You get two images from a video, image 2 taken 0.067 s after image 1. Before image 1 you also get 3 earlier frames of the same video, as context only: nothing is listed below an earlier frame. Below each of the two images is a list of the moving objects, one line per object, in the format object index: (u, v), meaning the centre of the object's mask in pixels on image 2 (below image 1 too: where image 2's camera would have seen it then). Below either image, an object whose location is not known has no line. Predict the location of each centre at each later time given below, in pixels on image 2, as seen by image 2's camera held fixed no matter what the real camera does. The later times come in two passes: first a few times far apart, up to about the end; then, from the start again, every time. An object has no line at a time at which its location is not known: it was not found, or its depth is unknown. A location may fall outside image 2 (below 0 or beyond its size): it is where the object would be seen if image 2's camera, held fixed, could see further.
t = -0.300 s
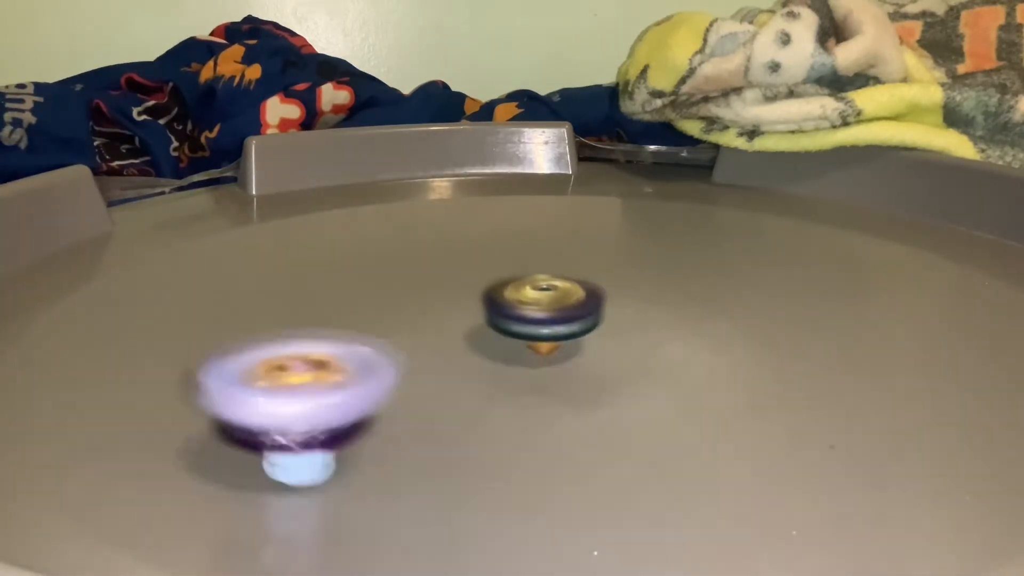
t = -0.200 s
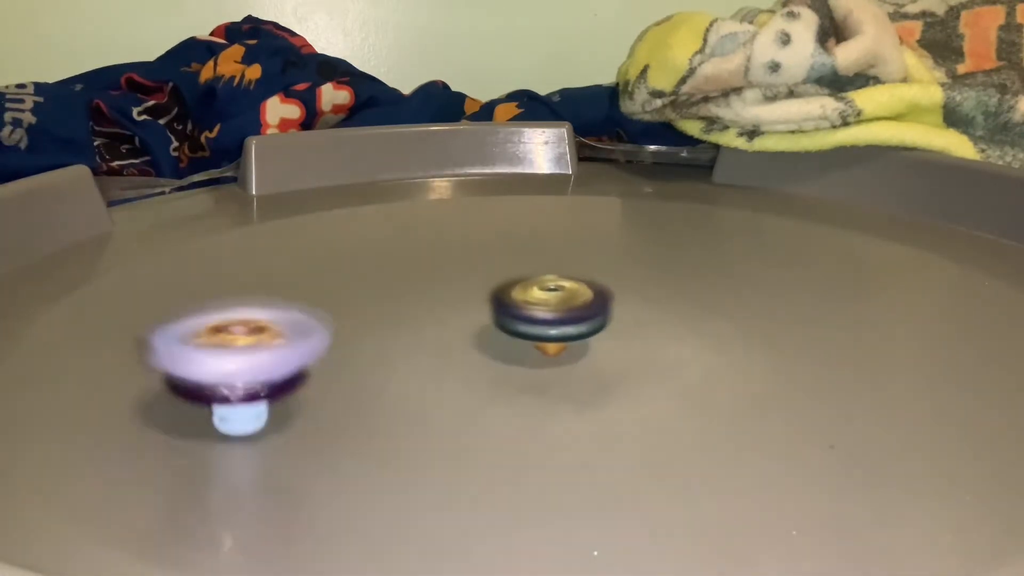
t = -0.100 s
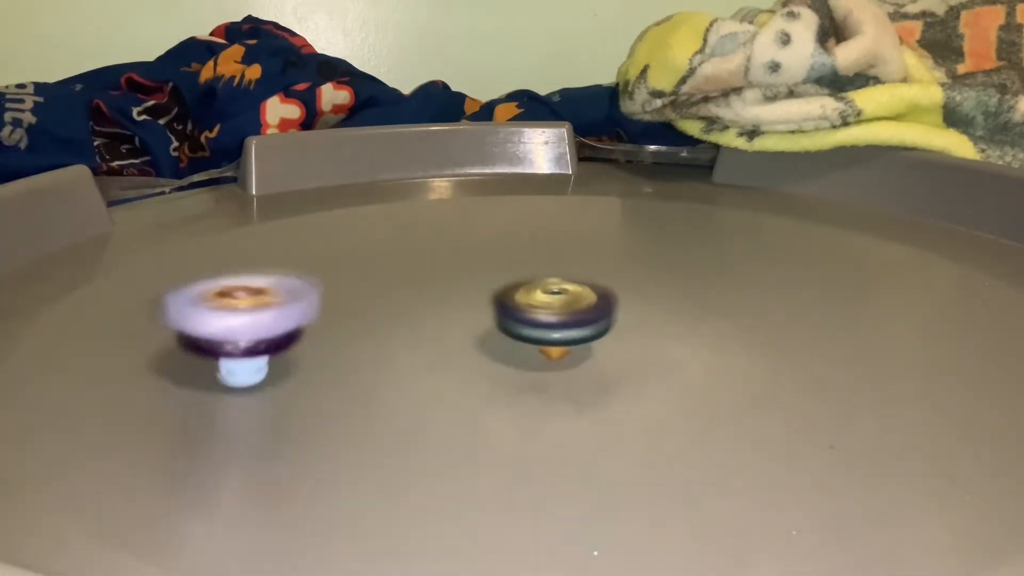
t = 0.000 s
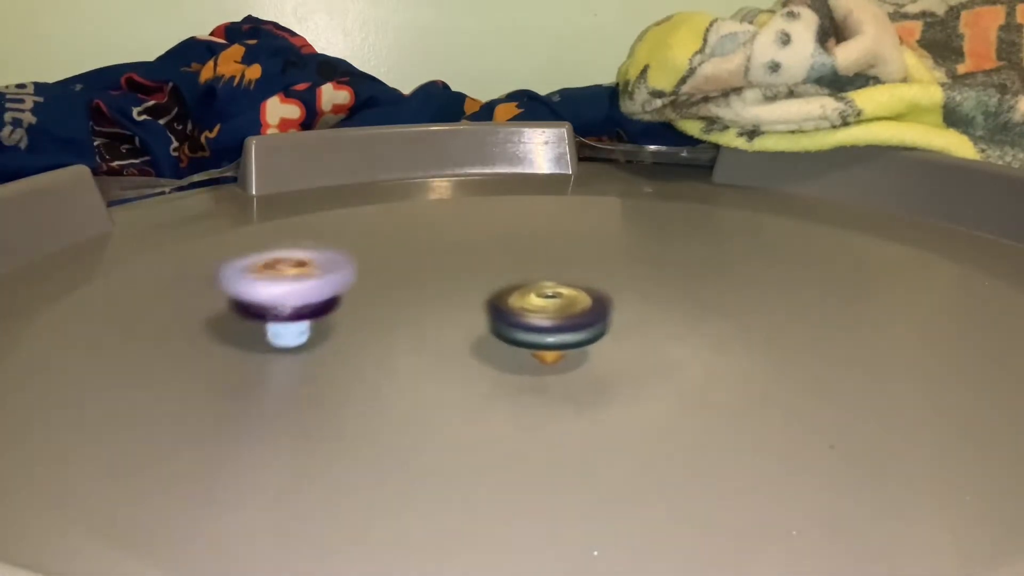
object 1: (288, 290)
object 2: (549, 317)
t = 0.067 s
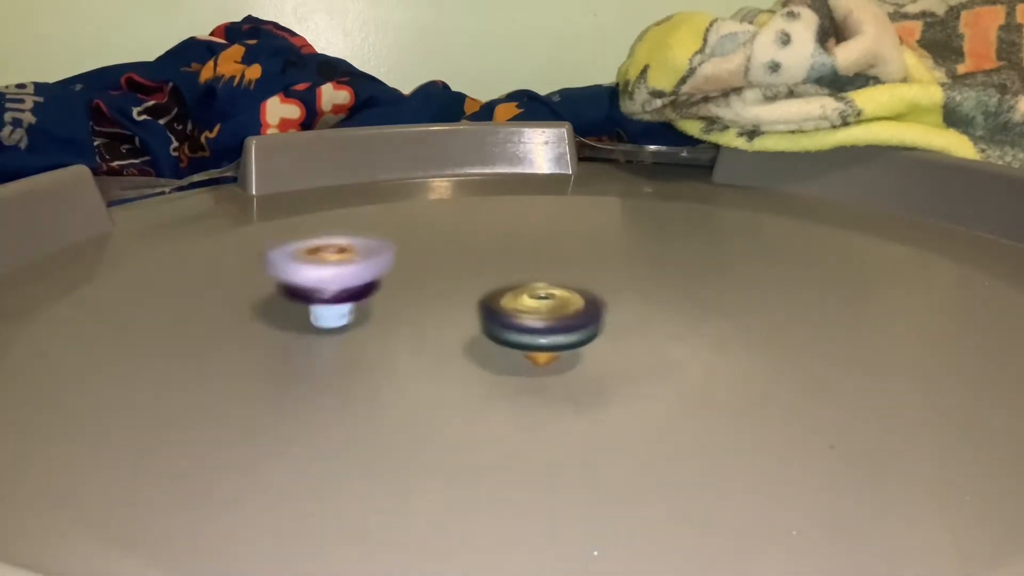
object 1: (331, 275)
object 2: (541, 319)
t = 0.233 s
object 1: (457, 253)
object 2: (533, 318)
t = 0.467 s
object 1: (647, 252)
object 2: (535, 318)
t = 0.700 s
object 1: (808, 287)
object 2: (541, 320)
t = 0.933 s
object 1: (829, 356)
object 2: (539, 324)
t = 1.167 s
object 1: (593, 399)
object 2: (534, 319)
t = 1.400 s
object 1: (385, 346)
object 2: (540, 325)
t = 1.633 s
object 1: (384, 281)
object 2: (546, 324)
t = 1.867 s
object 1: (492, 246)
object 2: (553, 323)
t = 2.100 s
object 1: (630, 247)
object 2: (558, 324)
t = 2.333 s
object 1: (739, 285)
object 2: (558, 322)
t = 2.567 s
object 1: (728, 349)
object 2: (558, 321)
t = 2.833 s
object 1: (508, 387)
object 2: (558, 312)
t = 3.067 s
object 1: (343, 347)
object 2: (541, 318)
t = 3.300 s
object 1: (353, 295)
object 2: (541, 312)
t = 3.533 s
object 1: (468, 269)
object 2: (560, 314)
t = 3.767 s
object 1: (587, 252)
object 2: (550, 321)
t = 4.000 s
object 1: (675, 263)
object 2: (540, 320)
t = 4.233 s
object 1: (702, 301)
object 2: (541, 317)
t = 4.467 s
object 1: (649, 346)
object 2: (534, 311)
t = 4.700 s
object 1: (655, 394)
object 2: (553, 314)
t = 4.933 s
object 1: (553, 413)
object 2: (548, 320)
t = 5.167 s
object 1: (488, 365)
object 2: (555, 313)
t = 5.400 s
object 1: (494, 366)
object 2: (549, 308)
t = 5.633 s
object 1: (511, 408)
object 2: (531, 313)
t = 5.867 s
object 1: (516, 421)
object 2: (543, 313)
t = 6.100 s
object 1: (561, 389)
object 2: (549, 310)
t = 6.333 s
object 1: (639, 343)
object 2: (525, 321)
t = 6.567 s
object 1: (829, 328)
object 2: (525, 317)
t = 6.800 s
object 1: (913, 299)
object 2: (526, 319)
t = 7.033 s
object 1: (880, 282)
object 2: (527, 323)
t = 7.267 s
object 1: (763, 273)
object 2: (534, 326)
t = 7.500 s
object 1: (638, 272)
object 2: (540, 329)
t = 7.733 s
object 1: (537, 253)
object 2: (538, 334)
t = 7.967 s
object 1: (460, 240)
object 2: (551, 332)
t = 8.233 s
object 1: (385, 250)
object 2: (566, 328)
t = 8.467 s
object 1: (359, 278)
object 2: (571, 323)
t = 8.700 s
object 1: (388, 314)
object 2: (572, 317)
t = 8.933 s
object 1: (482, 342)
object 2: (579, 310)
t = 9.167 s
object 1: (602, 365)
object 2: (557, 299)
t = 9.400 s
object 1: (717, 356)
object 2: (543, 304)
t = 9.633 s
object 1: (752, 325)
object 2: (529, 306)
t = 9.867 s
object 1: (712, 294)
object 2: (519, 311)
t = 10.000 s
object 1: (669, 285)
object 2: (519, 314)
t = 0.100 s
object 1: (354, 269)
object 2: (538, 319)
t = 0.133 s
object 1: (379, 264)
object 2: (535, 319)
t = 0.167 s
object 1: (404, 260)
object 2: (533, 318)
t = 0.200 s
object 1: (431, 256)
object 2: (533, 318)
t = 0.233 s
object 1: (457, 253)
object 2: (533, 318)
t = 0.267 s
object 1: (484, 250)
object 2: (533, 318)
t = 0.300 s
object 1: (511, 247)
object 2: (533, 318)
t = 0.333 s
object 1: (539, 245)
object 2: (534, 318)
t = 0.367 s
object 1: (566, 246)
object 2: (534, 317)
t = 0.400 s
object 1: (594, 249)
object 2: (534, 317)
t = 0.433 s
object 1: (620, 251)
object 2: (534, 318)
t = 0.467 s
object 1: (647, 252)
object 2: (535, 318)
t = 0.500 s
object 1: (673, 255)
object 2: (537, 318)
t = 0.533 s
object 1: (698, 258)
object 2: (538, 318)
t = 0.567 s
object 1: (723, 262)
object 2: (539, 318)
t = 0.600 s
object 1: (746, 267)
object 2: (539, 318)
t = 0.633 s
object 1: (769, 273)
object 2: (540, 319)
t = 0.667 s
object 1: (790, 279)
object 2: (541, 319)
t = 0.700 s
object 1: (808, 287)
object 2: (541, 320)
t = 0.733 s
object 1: (824, 295)
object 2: (541, 321)
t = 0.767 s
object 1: (836, 304)
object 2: (541, 321)
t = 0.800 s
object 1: (844, 313)
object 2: (541, 322)
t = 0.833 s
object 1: (848, 324)
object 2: (540, 322)
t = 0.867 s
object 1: (846, 335)
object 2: (540, 323)
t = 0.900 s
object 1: (840, 346)
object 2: (539, 323)
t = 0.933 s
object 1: (829, 356)
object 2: (539, 324)
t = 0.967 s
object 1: (812, 367)
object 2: (538, 324)
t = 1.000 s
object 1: (787, 376)
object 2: (538, 324)
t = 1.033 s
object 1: (755, 385)
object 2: (538, 324)
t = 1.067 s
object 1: (720, 391)
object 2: (538, 324)
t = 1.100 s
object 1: (680, 395)
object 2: (537, 325)
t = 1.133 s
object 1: (637, 398)
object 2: (536, 324)
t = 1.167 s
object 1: (593, 399)
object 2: (534, 319)
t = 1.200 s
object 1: (551, 396)
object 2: (536, 315)
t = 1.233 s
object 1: (513, 392)
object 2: (540, 314)
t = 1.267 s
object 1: (477, 385)
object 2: (545, 316)
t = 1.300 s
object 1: (445, 376)
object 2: (546, 321)
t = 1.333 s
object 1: (421, 366)
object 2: (543, 324)
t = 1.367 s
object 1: (400, 357)
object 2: (541, 325)
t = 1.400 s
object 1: (385, 346)
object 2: (540, 325)
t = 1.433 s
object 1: (374, 335)
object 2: (541, 325)
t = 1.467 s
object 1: (366, 325)
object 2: (541, 324)
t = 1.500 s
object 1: (364, 315)
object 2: (542, 324)
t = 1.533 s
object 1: (364, 306)
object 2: (543, 324)
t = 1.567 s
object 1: (369, 297)
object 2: (544, 324)
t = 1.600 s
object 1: (375, 289)
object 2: (544, 324)
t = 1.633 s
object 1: (384, 281)
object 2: (546, 324)
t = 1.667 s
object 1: (395, 274)
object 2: (547, 324)
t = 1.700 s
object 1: (408, 267)
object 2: (547, 324)
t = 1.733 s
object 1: (422, 261)
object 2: (549, 323)
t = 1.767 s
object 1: (438, 257)
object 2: (550, 324)
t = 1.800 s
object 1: (454, 253)
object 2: (551, 324)
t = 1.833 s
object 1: (473, 249)
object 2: (552, 323)
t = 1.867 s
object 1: (492, 246)
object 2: (553, 323)
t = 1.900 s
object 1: (510, 244)
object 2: (554, 323)
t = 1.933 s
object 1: (530, 242)
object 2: (555, 323)
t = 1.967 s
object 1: (550, 241)
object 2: (556, 324)
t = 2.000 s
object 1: (571, 242)
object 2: (557, 323)
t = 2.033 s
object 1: (590, 243)
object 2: (558, 323)
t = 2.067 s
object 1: (610, 244)
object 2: (558, 324)
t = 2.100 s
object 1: (630, 247)
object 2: (558, 324)
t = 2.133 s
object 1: (649, 250)
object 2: (558, 324)
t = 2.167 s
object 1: (668, 254)
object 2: (557, 324)
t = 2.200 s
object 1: (686, 259)
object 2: (558, 323)
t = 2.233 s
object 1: (702, 264)
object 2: (558, 323)
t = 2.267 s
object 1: (716, 271)
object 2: (558, 323)
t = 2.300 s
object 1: (729, 278)
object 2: (558, 322)
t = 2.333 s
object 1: (739, 285)
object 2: (558, 322)
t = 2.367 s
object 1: (747, 293)
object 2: (558, 322)
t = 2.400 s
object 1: (753, 301)
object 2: (558, 322)
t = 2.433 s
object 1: (754, 311)
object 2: (558, 321)
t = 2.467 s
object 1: (754, 320)
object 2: (558, 321)
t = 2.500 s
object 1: (750, 329)
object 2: (558, 321)
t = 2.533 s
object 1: (742, 338)
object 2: (558, 321)
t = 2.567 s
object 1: (728, 349)
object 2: (558, 321)
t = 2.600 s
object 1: (712, 357)
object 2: (558, 321)
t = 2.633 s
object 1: (692, 365)
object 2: (557, 321)
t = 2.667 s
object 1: (667, 371)
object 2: (553, 319)
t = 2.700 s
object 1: (638, 377)
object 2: (551, 313)
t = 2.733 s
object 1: (607, 383)
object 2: (552, 311)
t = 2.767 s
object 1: (575, 387)
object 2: (554, 310)
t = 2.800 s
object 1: (541, 388)
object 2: (557, 310)
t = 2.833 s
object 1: (508, 387)
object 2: (558, 312)
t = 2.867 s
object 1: (477, 384)
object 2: (557, 315)
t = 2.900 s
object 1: (446, 380)
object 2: (554, 319)
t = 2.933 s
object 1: (418, 375)
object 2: (550, 320)
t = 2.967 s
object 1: (394, 369)
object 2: (547, 320)
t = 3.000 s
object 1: (373, 362)
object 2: (545, 320)
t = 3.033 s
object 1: (356, 355)
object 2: (543, 319)
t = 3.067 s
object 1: (343, 347)
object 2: (541, 318)
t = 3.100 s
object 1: (335, 338)
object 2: (539, 318)
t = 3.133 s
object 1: (331, 329)
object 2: (538, 317)
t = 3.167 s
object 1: (328, 323)
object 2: (537, 316)
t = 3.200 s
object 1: (331, 314)
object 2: (537, 315)
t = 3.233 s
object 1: (336, 308)
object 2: (537, 314)
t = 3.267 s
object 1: (343, 301)
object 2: (539, 313)
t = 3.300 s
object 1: (353, 295)
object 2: (541, 312)
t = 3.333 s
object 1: (364, 290)
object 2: (543, 311)
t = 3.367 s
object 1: (377, 286)
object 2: (546, 311)
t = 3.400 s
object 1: (392, 281)
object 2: (549, 311)
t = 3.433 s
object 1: (409, 278)
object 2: (553, 311)
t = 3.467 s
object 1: (428, 274)
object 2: (556, 312)
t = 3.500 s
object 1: (447, 272)
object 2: (558, 313)
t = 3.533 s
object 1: (468, 269)
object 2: (560, 314)
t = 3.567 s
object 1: (489, 266)
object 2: (561, 315)
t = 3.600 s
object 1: (511, 261)
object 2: (561, 319)
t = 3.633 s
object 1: (528, 257)
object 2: (560, 321)
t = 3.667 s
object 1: (544, 254)
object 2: (558, 319)
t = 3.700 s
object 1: (559, 252)
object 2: (555, 320)
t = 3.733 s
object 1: (574, 252)
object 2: (553, 322)
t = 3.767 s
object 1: (587, 252)
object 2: (550, 321)
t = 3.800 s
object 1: (601, 252)
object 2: (548, 320)
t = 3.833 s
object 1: (614, 254)
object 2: (545, 321)
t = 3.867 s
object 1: (627, 254)
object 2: (544, 321)
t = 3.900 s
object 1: (640, 255)
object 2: (542, 321)
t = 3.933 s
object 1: (652, 258)
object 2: (541, 321)
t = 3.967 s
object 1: (664, 260)
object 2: (541, 321)
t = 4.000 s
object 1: (675, 263)
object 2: (540, 320)
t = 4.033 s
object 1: (684, 267)
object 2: (540, 319)
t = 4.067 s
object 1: (692, 270)
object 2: (539, 319)
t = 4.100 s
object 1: (699, 276)
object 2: (539, 319)
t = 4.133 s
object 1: (704, 281)
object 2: (539, 318)
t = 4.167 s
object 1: (705, 288)
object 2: (539, 318)
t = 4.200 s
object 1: (704, 294)
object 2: (540, 318)
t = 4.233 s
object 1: (702, 301)
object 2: (541, 317)
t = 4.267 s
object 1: (696, 307)
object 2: (542, 317)
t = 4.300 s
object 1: (687, 315)
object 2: (543, 317)
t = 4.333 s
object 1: (674, 321)
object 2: (542, 317)
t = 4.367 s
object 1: (660, 326)
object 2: (539, 317)
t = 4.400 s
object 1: (650, 334)
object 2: (533, 320)
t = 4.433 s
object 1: (650, 340)
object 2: (531, 316)
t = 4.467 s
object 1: (649, 346)
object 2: (534, 311)
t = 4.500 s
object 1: (647, 353)
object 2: (534, 315)
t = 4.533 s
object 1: (650, 359)
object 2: (537, 314)
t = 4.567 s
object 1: (657, 367)
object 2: (542, 312)
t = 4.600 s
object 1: (661, 374)
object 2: (544, 313)
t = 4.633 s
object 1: (662, 381)
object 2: (547, 314)
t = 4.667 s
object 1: (659, 389)
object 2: (550, 314)
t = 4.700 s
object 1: (655, 394)
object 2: (553, 314)
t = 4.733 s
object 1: (648, 400)
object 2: (556, 316)
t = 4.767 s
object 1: (636, 407)
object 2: (557, 317)
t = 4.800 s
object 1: (622, 410)
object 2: (556, 318)
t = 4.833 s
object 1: (605, 413)
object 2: (554, 318)
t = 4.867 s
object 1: (589, 414)
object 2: (552, 320)
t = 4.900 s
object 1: (568, 414)
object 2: (550, 321)
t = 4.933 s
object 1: (553, 413)
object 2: (548, 320)
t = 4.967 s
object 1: (537, 409)
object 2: (547, 320)
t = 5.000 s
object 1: (521, 403)
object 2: (547, 319)
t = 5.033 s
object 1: (506, 398)
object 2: (546, 317)
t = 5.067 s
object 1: (496, 390)
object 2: (547, 316)
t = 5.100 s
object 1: (490, 382)
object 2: (548, 315)
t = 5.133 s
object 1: (488, 374)
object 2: (552, 314)
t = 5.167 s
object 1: (488, 365)
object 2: (555, 313)
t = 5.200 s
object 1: (491, 358)
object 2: (562, 314)
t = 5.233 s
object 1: (494, 345)
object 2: (577, 319)
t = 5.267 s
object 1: (499, 351)
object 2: (566, 310)
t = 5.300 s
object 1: (495, 350)
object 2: (565, 307)
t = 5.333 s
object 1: (494, 358)
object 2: (556, 308)
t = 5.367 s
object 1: (496, 362)
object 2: (553, 307)
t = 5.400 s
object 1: (494, 366)
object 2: (549, 308)
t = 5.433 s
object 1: (491, 372)
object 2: (543, 310)
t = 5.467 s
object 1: (493, 375)
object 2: (541, 310)
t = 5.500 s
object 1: (496, 381)
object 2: (536, 311)
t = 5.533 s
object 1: (500, 388)
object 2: (534, 311)
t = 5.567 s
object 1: (504, 396)
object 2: (532, 313)
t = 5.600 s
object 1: (508, 402)
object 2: (530, 314)
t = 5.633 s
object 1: (511, 408)
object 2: (531, 313)
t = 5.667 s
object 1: (514, 413)
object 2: (531, 312)
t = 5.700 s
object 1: (514, 418)
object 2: (533, 314)
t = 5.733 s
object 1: (517, 420)
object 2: (535, 313)
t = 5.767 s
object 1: (519, 420)
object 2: (537, 313)
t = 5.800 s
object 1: (518, 421)
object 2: (539, 312)
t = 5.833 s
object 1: (517, 422)
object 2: (540, 312)
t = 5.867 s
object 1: (516, 421)
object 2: (543, 313)
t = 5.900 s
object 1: (521, 418)
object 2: (544, 313)
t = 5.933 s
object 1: (524, 416)
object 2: (547, 313)
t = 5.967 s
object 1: (525, 413)
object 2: (548, 312)
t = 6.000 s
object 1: (531, 408)
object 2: (550, 312)
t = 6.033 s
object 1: (540, 401)
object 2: (552, 313)
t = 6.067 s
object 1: (550, 396)
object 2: (552, 312)
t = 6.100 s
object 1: (561, 389)
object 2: (549, 310)
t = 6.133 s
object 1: (573, 382)
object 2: (546, 309)
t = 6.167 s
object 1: (583, 376)
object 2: (540, 309)
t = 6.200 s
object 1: (594, 369)
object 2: (537, 308)
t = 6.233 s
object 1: (605, 363)
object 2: (532, 310)
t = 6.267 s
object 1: (615, 357)
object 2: (529, 312)
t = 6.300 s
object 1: (625, 351)
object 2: (527, 317)
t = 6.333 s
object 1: (639, 343)
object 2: (525, 321)
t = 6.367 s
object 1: (674, 346)
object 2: (528, 322)
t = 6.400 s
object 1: (708, 340)
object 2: (526, 316)
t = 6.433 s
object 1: (743, 340)
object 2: (525, 316)
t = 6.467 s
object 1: (767, 338)
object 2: (525, 317)
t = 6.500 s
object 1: (790, 334)
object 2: (525, 316)
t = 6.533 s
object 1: (810, 331)
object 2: (526, 315)
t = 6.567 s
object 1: (829, 328)
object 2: (525, 317)
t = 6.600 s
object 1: (846, 325)
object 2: (524, 318)
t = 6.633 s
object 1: (863, 320)
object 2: (523, 317)
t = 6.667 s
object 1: (877, 316)
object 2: (523, 317)
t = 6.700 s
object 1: (889, 313)
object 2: (523, 318)
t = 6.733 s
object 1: (899, 308)
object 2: (523, 318)
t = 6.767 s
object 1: (907, 304)
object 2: (524, 318)
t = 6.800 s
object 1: (913, 299)
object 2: (526, 319)
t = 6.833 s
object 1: (917, 296)
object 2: (526, 320)
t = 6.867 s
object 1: (918, 292)
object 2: (527, 321)
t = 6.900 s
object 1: (916, 289)
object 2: (526, 321)
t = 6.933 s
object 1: (912, 286)
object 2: (526, 322)
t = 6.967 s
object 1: (905, 285)
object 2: (526, 322)
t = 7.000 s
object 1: (894, 283)
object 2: (526, 323)
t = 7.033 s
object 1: (880, 282)
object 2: (527, 323)
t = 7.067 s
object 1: (864, 280)
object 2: (527, 324)
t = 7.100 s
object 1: (849, 279)
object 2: (529, 324)
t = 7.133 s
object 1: (833, 276)
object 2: (530, 325)
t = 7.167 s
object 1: (816, 275)
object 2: (531, 325)
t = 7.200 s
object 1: (799, 275)
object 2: (531, 326)
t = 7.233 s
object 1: (781, 274)
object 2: (532, 326)
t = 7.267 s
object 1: (763, 273)
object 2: (534, 326)
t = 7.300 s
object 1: (745, 273)
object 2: (536, 327)
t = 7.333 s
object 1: (728, 272)
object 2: (538, 327)
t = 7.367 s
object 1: (710, 271)
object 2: (538, 327)
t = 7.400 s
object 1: (693, 270)
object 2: (538, 328)
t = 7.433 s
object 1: (674, 271)
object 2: (539, 328)
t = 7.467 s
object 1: (655, 271)
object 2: (540, 328)
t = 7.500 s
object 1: (638, 272)
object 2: (540, 329)
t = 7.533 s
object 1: (622, 272)
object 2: (540, 329)
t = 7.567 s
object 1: (605, 271)
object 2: (541, 329)
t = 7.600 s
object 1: (588, 269)
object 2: (539, 331)
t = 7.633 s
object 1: (573, 265)
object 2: (538, 334)
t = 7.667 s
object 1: (558, 260)
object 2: (537, 331)
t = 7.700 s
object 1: (547, 256)
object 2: (537, 331)
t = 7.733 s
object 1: (537, 253)
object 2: (538, 334)
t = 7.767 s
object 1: (527, 251)
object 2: (540, 333)
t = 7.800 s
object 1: (517, 248)
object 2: (542, 331)
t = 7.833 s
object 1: (506, 246)
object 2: (544, 331)
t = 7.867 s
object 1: (495, 243)
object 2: (546, 333)
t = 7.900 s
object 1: (483, 242)
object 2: (547, 332)
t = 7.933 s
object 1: (472, 240)
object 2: (549, 331)
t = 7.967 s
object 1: (460, 240)
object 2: (551, 332)
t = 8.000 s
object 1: (450, 239)
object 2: (553, 332)
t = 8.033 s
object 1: (440, 240)
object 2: (555, 331)
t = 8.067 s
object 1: (428, 241)
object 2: (557, 331)
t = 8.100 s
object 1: (417, 242)
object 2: (559, 330)
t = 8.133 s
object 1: (409, 243)
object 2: (561, 330)
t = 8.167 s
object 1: (400, 245)
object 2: (563, 329)
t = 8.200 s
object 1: (392, 247)
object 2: (564, 329)
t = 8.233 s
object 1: (385, 250)
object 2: (566, 328)
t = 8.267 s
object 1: (377, 253)
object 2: (567, 328)
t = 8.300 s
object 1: (373, 256)
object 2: (568, 327)
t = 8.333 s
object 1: (368, 260)
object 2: (569, 326)
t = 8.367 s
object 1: (364, 263)
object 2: (570, 325)
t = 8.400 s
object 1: (362, 269)
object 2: (570, 324)
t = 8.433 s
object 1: (359, 273)
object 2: (571, 323)
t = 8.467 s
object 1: (359, 278)
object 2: (571, 323)
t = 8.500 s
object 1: (358, 283)
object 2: (572, 322)
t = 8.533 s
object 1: (361, 287)
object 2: (572, 321)
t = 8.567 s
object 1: (364, 293)
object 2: (573, 320)
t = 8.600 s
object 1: (366, 298)
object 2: (573, 319)
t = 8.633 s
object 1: (373, 303)
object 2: (573, 318)
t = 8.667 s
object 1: (378, 309)
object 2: (573, 318)
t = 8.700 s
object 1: (388, 314)
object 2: (572, 317)
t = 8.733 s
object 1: (397, 319)
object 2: (571, 316)
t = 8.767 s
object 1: (408, 324)
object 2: (571, 314)
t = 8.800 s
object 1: (421, 328)
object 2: (571, 314)
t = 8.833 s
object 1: (435, 333)
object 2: (571, 314)
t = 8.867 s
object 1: (450, 336)
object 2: (574, 313)
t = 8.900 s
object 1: (464, 341)
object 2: (574, 312)
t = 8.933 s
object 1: (482, 342)
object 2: (579, 310)
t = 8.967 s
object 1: (499, 346)
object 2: (577, 306)
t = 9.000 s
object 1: (518, 348)
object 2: (575, 298)
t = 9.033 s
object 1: (535, 351)
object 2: (566, 294)
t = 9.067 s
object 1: (553, 357)
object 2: (564, 294)
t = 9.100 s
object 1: (570, 361)
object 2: (564, 297)
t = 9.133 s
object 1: (588, 364)
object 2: (560, 297)
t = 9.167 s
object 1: (602, 365)
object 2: (557, 299)
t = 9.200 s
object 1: (622, 364)
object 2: (555, 299)
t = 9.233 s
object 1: (639, 365)
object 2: (552, 301)
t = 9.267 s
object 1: (658, 366)
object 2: (552, 304)
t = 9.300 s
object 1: (673, 364)
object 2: (550, 304)
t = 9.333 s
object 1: (690, 362)
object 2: (547, 304)
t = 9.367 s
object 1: (705, 359)
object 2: (545, 304)
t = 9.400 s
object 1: (717, 356)
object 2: (543, 304)
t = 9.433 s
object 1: (728, 351)
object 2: (541, 304)
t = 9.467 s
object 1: (736, 348)
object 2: (538, 304)
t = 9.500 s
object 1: (744, 343)
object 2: (537, 304)
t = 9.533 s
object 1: (748, 338)
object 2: (535, 304)
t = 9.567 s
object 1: (754, 333)
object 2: (532, 305)
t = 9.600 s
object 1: (755, 328)
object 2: (530, 305)
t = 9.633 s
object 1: (752, 325)
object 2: (529, 306)
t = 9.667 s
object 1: (753, 318)
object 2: (527, 306)
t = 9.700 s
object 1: (748, 315)
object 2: (525, 307)
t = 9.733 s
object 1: (744, 310)
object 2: (523, 307)
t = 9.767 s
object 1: (738, 305)
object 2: (521, 308)
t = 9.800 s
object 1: (730, 302)
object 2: (520, 309)
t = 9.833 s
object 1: (723, 298)
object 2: (520, 310)
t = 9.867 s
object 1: (712, 294)
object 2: (519, 311)
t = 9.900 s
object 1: (703, 292)
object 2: (518, 312)
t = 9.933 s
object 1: (693, 288)
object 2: (518, 312)
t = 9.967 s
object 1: (680, 286)
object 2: (518, 313)
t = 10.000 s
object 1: (669, 285)
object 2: (519, 314)
